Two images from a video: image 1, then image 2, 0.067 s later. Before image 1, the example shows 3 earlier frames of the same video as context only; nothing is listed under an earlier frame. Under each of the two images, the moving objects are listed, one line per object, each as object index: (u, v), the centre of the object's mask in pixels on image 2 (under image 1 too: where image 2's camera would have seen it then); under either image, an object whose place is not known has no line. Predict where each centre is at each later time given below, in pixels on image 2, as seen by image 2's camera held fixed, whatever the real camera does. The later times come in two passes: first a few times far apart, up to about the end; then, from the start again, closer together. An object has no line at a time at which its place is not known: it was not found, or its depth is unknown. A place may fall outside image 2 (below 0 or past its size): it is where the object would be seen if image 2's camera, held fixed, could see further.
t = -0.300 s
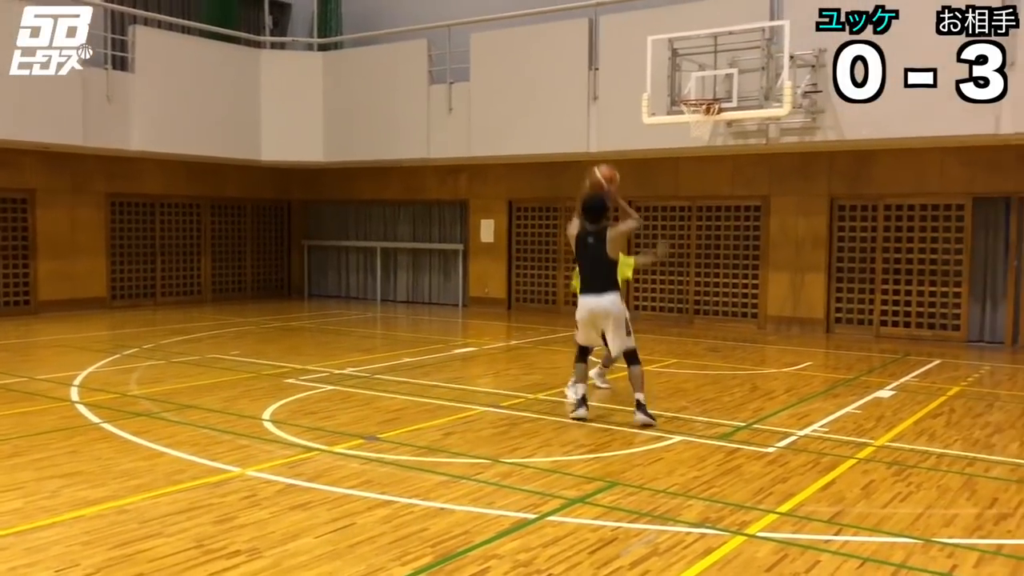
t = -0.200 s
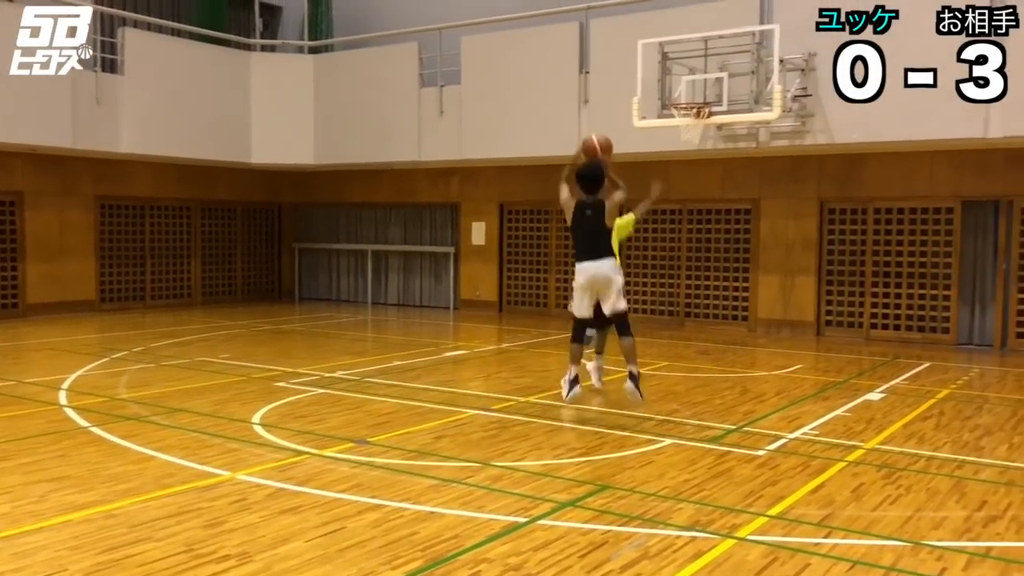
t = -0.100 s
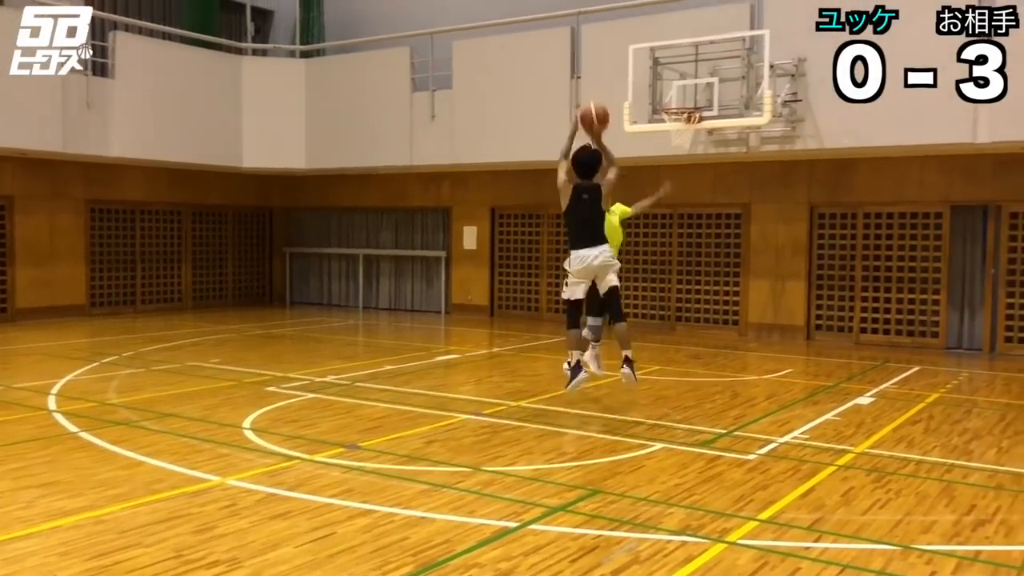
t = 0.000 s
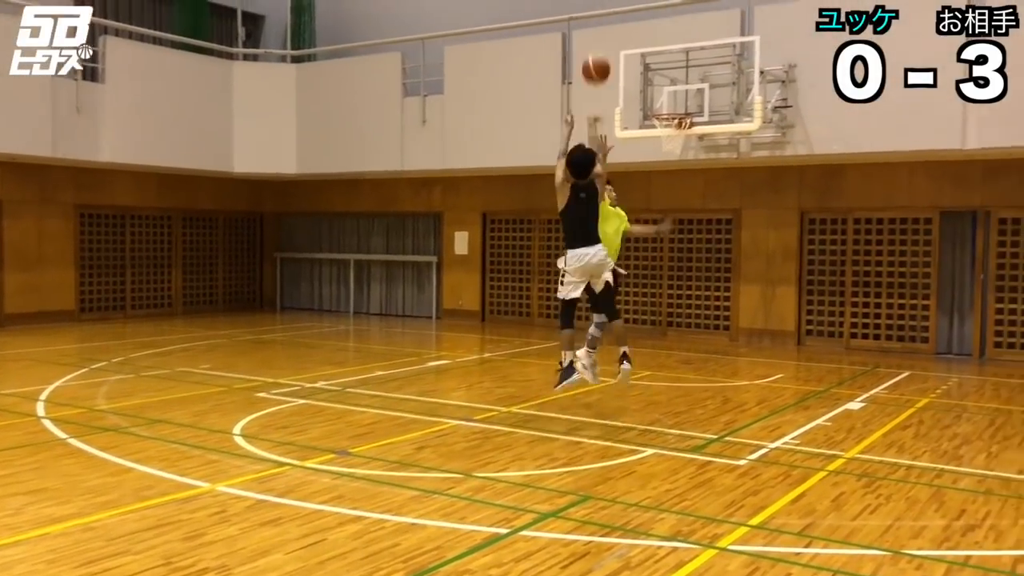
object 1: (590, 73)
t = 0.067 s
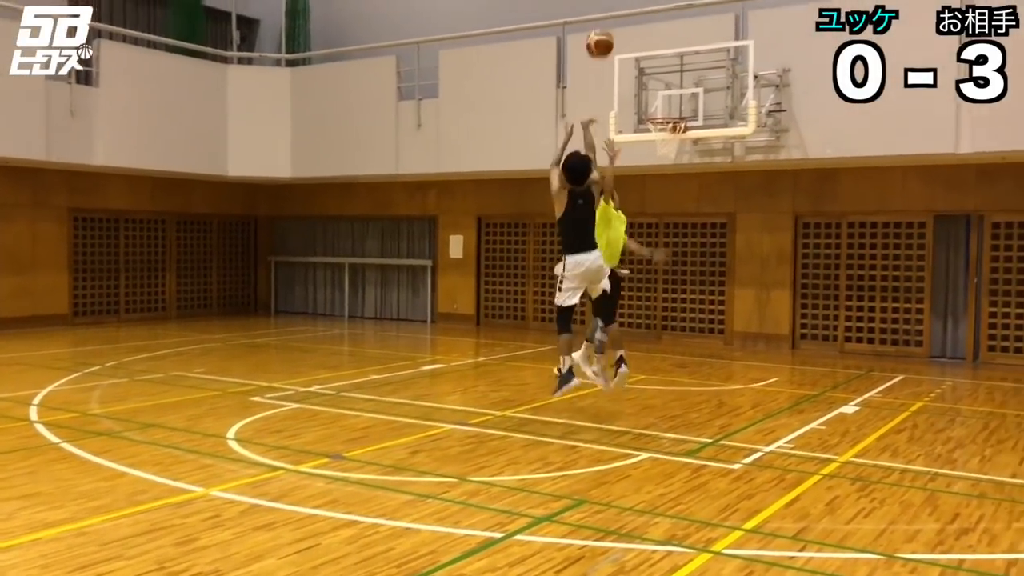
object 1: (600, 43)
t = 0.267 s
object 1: (623, -4)
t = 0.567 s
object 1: (650, 3)
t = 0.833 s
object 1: (667, 76)
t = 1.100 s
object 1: (659, 164)
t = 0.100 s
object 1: (604, 32)
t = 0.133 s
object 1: (607, 21)
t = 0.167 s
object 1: (611, 12)
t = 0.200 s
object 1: (615, 5)
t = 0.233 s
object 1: (619, 0)
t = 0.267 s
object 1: (623, -4)
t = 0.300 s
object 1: (626, -7)
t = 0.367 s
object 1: (633, -10)
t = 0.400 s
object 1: (635, -11)
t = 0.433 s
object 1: (638, -11)
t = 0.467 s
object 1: (642, -10)
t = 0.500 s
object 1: (644, -6)
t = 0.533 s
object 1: (648, -2)
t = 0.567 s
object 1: (650, 3)
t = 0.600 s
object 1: (652, 9)
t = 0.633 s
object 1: (655, 17)
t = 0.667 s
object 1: (657, 25)
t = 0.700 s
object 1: (660, 33)
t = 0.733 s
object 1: (662, 44)
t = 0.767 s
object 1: (664, 52)
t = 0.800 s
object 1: (666, 64)
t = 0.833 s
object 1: (667, 76)
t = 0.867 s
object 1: (669, 88)
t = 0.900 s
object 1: (671, 101)
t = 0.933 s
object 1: (672, 114)
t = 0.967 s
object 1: (673, 127)
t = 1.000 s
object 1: (670, 137)
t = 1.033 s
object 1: (666, 148)
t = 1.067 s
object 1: (663, 154)
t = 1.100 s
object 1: (659, 164)
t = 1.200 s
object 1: (647, 194)
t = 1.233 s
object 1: (643, 206)
